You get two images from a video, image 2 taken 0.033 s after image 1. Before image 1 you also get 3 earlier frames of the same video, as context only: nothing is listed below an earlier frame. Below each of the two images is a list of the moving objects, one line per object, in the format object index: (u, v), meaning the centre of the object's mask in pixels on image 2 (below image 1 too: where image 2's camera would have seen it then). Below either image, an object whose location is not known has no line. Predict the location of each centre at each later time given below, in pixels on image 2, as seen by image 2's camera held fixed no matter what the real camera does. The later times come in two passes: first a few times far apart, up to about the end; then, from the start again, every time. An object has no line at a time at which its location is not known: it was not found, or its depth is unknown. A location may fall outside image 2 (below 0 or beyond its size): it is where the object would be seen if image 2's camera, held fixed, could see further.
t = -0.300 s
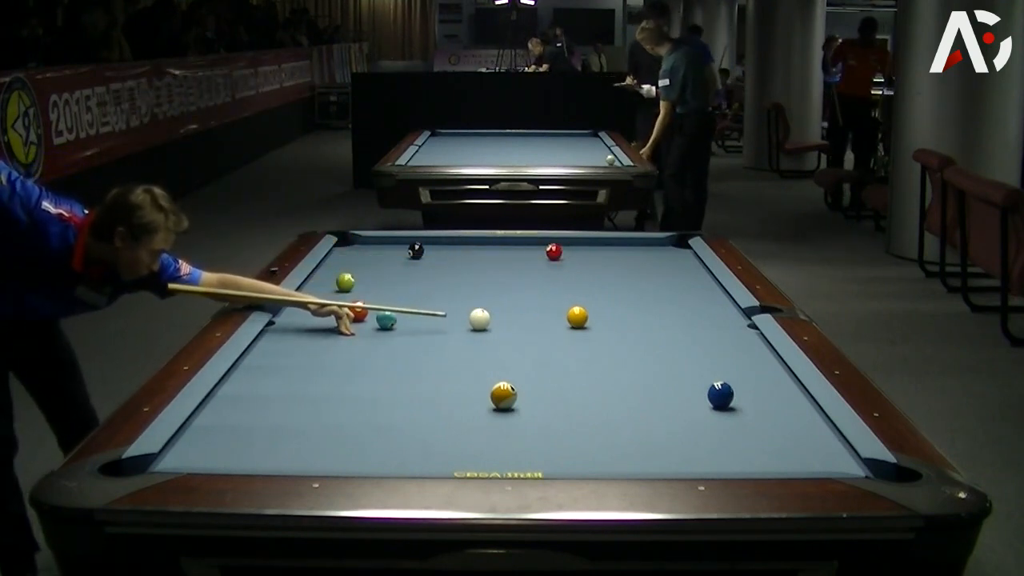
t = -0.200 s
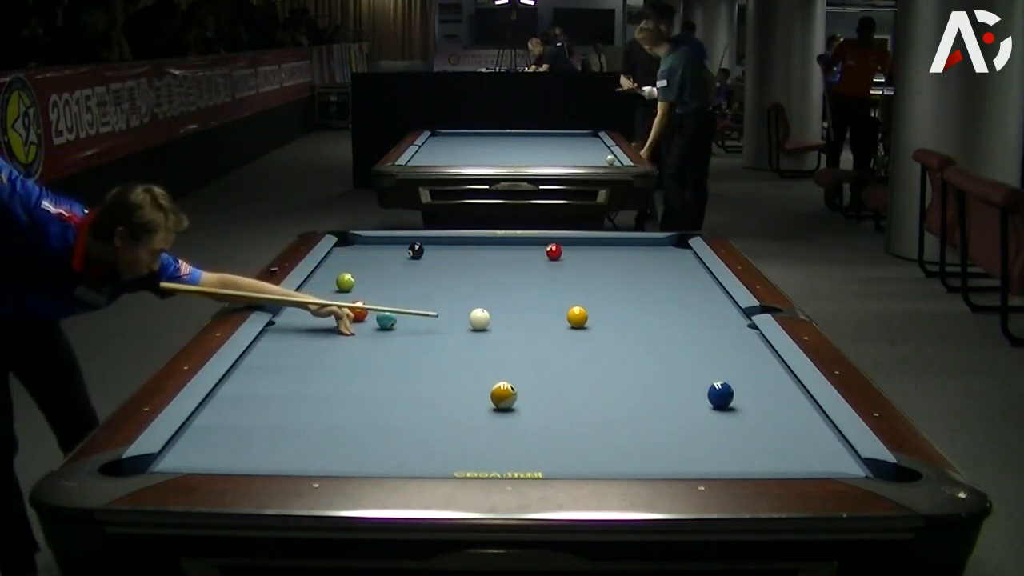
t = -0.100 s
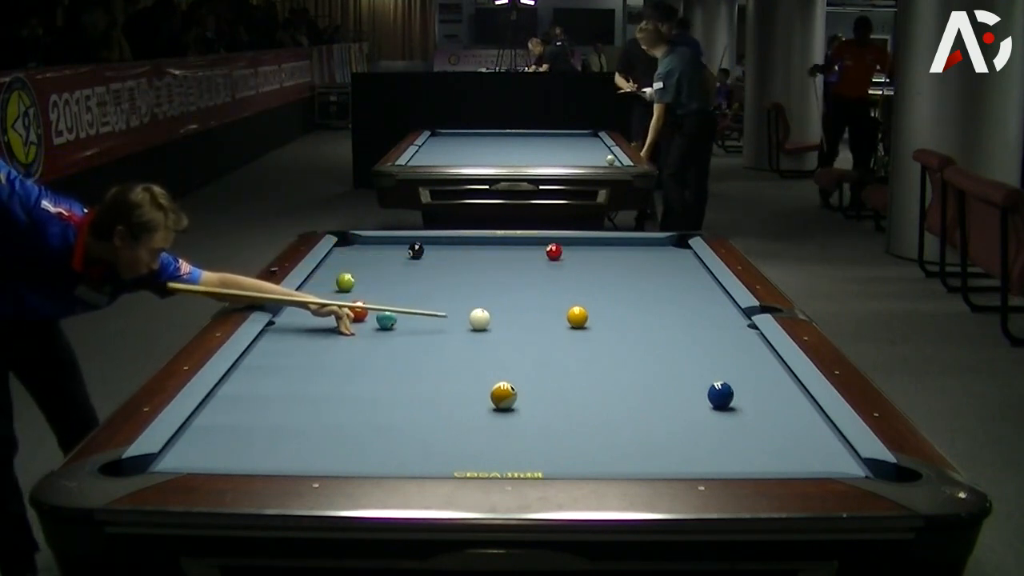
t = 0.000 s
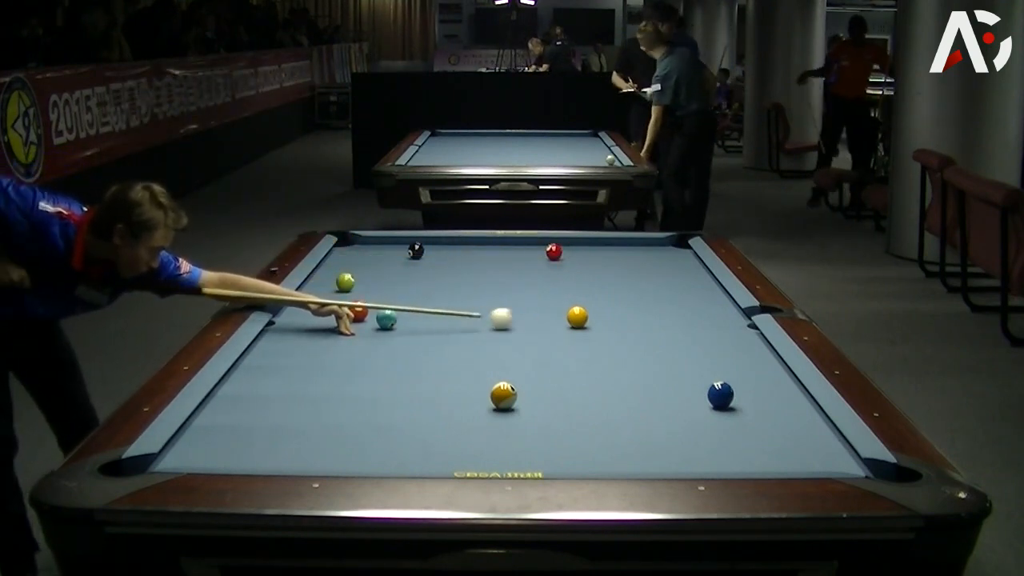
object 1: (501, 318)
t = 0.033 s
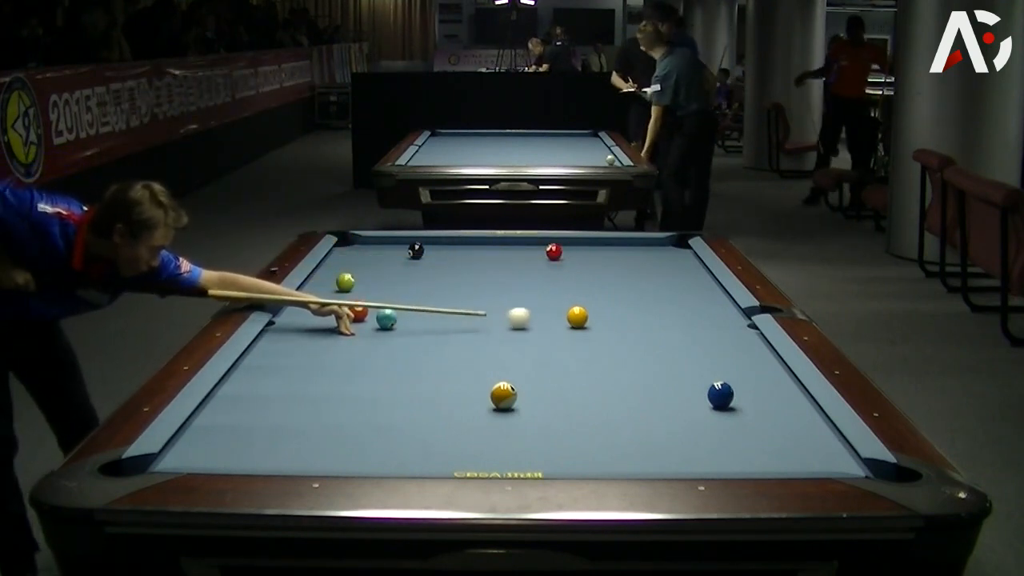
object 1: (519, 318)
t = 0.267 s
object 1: (564, 315)
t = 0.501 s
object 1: (583, 313)
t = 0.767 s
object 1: (604, 310)
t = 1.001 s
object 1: (620, 308)
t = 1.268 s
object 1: (636, 306)
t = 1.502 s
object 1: (649, 305)
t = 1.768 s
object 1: (662, 303)
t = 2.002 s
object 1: (673, 302)
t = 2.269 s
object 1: (682, 300)
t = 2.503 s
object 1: (689, 300)
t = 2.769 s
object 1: (695, 299)
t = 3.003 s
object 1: (699, 298)
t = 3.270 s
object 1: (702, 298)
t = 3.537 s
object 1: (702, 298)
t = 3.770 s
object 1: (702, 298)
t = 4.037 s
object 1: (702, 298)
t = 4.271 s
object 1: (702, 298)
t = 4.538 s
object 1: (702, 298)
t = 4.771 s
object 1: (702, 298)
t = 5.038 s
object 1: (702, 298)
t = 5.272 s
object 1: (702, 298)
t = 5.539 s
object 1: (702, 298)
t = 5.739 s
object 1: (702, 298)
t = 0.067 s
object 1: (535, 317)
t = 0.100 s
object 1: (551, 316)
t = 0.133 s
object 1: (556, 316)
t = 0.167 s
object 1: (557, 316)
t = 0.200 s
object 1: (559, 316)
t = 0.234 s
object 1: (561, 315)
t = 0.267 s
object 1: (564, 315)
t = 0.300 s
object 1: (567, 315)
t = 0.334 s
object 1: (570, 314)
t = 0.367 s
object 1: (573, 314)
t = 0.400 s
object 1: (576, 313)
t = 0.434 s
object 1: (578, 313)
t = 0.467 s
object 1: (581, 313)
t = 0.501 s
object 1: (583, 313)
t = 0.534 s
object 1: (586, 312)
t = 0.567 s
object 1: (589, 312)
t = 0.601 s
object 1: (591, 312)
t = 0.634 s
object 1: (594, 311)
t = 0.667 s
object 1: (596, 311)
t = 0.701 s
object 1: (599, 311)
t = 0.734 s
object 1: (601, 311)
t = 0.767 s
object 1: (604, 310)
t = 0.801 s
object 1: (606, 310)
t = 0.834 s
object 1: (608, 310)
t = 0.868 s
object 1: (611, 310)
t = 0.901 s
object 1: (613, 309)
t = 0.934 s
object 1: (615, 309)
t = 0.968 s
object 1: (617, 309)
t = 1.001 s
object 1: (620, 308)
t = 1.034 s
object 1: (622, 308)
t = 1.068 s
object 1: (624, 308)
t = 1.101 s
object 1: (626, 308)
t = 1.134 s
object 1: (628, 307)
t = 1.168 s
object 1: (630, 307)
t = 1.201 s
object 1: (632, 307)
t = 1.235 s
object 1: (634, 306)
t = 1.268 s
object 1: (636, 306)
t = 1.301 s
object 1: (638, 306)
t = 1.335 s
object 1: (640, 306)
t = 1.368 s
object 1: (642, 305)
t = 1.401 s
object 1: (643, 305)
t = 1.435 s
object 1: (645, 305)
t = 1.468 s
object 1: (647, 305)
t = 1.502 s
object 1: (649, 305)
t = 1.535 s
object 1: (651, 304)
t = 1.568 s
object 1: (653, 304)
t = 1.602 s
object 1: (654, 304)
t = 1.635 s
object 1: (656, 304)
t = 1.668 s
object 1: (658, 304)
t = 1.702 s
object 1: (659, 303)
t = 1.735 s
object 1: (661, 303)
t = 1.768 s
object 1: (662, 303)
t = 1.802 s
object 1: (664, 303)
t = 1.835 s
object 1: (666, 302)
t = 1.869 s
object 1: (667, 302)
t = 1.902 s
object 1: (669, 302)
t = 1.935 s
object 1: (670, 302)
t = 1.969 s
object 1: (671, 302)
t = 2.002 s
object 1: (673, 302)
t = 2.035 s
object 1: (674, 302)
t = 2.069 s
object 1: (675, 302)
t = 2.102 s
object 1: (677, 301)
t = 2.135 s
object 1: (678, 301)
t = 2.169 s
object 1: (679, 301)
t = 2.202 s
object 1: (680, 301)
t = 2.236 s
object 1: (681, 301)
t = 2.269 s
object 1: (682, 300)
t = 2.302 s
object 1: (683, 300)
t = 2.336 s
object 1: (684, 300)
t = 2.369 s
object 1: (685, 300)
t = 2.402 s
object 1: (686, 300)
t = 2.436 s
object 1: (688, 300)
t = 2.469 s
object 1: (688, 300)
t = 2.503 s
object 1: (689, 300)
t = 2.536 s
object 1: (690, 299)
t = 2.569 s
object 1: (691, 299)
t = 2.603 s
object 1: (692, 299)
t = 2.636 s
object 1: (693, 299)
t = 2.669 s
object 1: (694, 299)
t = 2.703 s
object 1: (694, 299)
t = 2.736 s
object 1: (695, 299)
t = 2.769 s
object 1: (695, 299)
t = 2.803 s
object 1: (696, 299)
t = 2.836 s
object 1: (697, 299)
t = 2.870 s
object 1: (697, 299)
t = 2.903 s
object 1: (698, 299)
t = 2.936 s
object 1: (698, 299)
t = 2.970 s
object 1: (699, 298)
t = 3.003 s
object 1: (699, 298)
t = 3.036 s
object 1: (700, 298)
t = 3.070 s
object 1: (700, 299)
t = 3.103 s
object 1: (700, 298)
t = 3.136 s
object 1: (701, 298)
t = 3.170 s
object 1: (701, 298)
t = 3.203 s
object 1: (701, 298)
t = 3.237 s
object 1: (701, 298)
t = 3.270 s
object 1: (702, 298)
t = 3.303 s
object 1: (702, 298)
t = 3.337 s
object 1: (702, 298)
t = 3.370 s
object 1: (702, 298)
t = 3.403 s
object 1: (702, 298)
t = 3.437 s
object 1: (702, 298)
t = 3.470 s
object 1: (702, 298)
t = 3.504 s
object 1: (702, 298)
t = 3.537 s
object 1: (702, 298)
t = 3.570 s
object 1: (702, 298)
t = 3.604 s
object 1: (702, 298)
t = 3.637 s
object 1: (702, 298)
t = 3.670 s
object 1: (702, 298)
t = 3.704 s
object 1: (702, 298)
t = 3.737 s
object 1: (702, 298)
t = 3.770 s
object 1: (702, 298)
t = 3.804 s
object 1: (702, 298)
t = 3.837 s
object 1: (702, 298)
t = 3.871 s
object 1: (702, 298)
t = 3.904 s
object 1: (702, 298)
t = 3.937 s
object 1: (702, 298)
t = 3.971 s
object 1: (702, 298)
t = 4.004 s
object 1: (702, 298)
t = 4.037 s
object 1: (702, 298)
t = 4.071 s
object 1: (702, 298)
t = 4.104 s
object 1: (702, 298)
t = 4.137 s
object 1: (702, 298)
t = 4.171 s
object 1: (702, 298)
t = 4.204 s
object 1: (702, 298)
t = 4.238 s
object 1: (702, 298)
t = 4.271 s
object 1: (702, 298)
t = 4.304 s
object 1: (702, 298)
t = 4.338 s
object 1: (702, 298)
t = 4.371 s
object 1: (702, 298)
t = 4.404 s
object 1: (702, 298)
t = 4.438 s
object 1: (702, 298)
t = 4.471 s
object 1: (702, 298)
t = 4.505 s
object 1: (702, 298)
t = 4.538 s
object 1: (702, 298)
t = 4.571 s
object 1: (702, 298)
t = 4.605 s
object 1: (702, 298)
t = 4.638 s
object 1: (702, 298)
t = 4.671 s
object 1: (702, 298)
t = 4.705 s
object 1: (702, 298)
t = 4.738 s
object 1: (702, 298)
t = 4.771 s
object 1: (702, 298)
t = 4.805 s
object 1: (702, 298)
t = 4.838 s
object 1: (702, 298)
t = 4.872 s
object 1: (702, 298)
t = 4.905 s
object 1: (702, 298)
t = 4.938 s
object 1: (702, 298)
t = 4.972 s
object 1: (702, 298)
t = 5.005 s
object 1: (702, 298)
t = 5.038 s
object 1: (702, 298)
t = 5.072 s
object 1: (702, 298)
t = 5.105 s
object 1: (702, 298)
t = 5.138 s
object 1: (702, 298)
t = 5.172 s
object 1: (702, 298)
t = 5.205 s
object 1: (702, 298)
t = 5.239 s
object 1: (702, 298)
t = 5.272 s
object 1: (702, 298)
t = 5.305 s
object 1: (702, 298)
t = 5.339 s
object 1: (702, 298)
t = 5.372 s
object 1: (702, 298)
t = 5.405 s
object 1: (702, 298)
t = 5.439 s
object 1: (702, 298)
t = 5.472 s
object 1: (702, 298)
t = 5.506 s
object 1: (702, 298)
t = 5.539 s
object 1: (702, 298)
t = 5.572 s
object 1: (702, 298)
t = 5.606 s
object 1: (702, 298)
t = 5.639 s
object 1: (702, 298)
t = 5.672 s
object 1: (702, 298)
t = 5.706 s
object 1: (702, 298)
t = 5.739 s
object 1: (702, 298)
